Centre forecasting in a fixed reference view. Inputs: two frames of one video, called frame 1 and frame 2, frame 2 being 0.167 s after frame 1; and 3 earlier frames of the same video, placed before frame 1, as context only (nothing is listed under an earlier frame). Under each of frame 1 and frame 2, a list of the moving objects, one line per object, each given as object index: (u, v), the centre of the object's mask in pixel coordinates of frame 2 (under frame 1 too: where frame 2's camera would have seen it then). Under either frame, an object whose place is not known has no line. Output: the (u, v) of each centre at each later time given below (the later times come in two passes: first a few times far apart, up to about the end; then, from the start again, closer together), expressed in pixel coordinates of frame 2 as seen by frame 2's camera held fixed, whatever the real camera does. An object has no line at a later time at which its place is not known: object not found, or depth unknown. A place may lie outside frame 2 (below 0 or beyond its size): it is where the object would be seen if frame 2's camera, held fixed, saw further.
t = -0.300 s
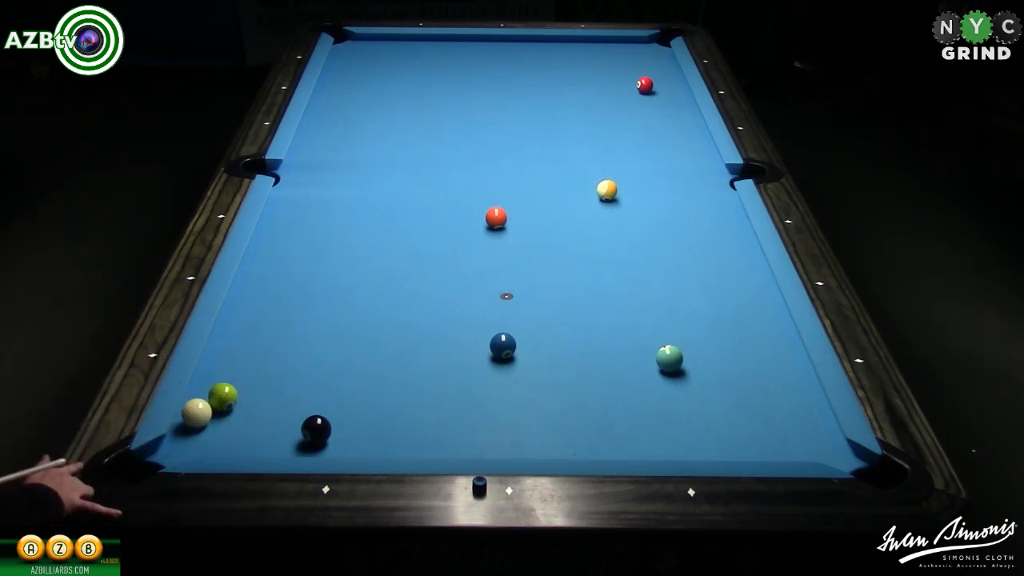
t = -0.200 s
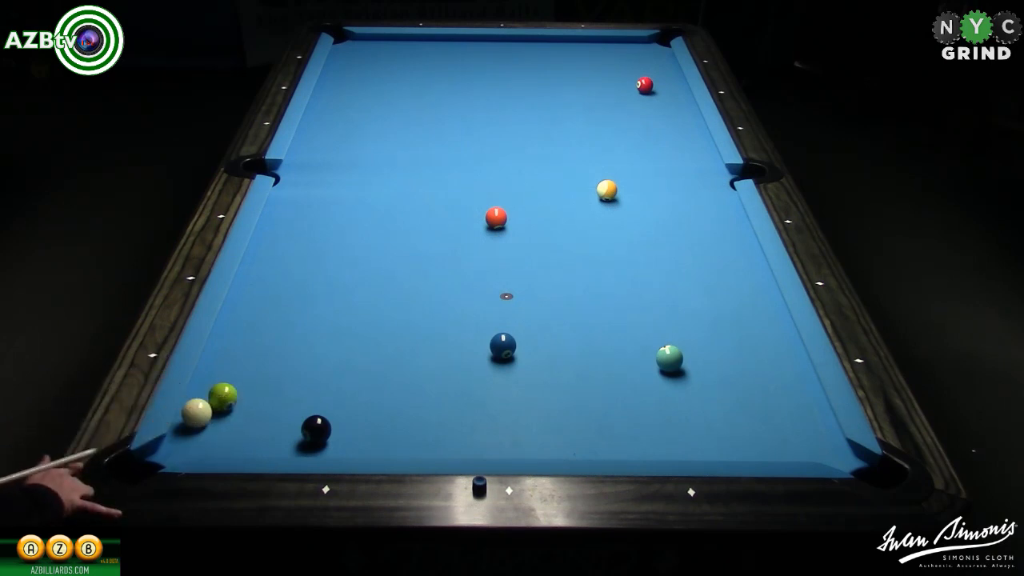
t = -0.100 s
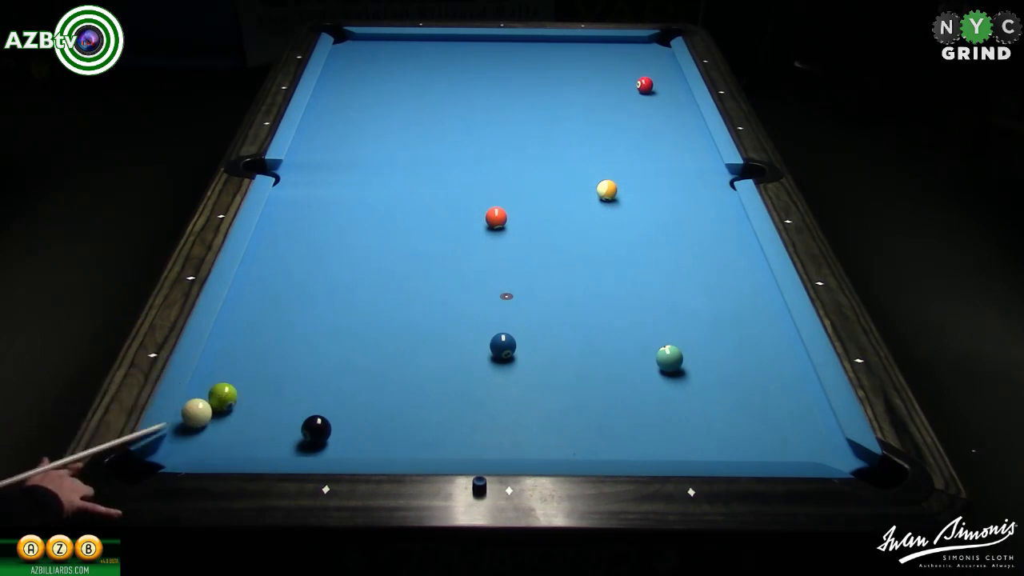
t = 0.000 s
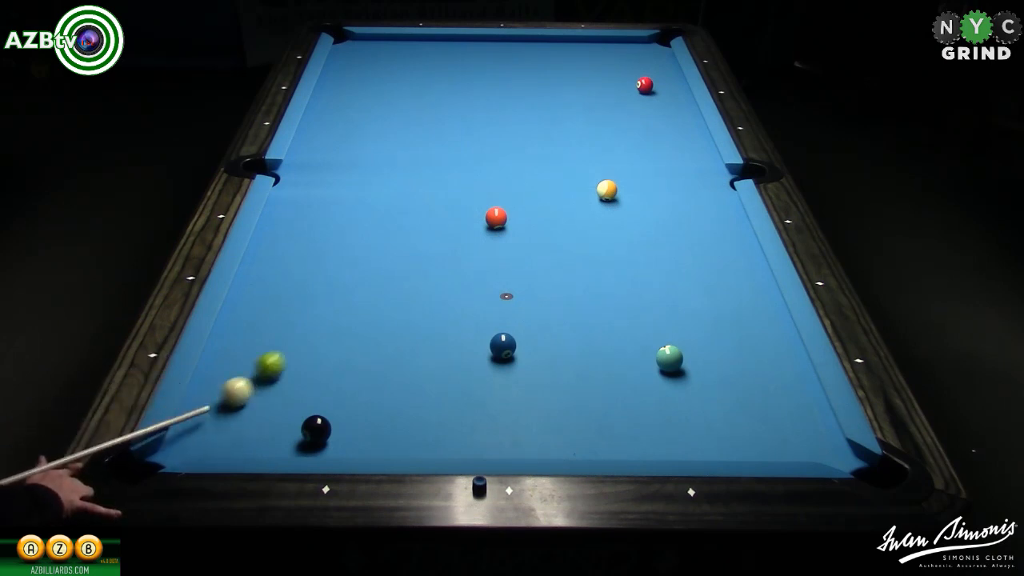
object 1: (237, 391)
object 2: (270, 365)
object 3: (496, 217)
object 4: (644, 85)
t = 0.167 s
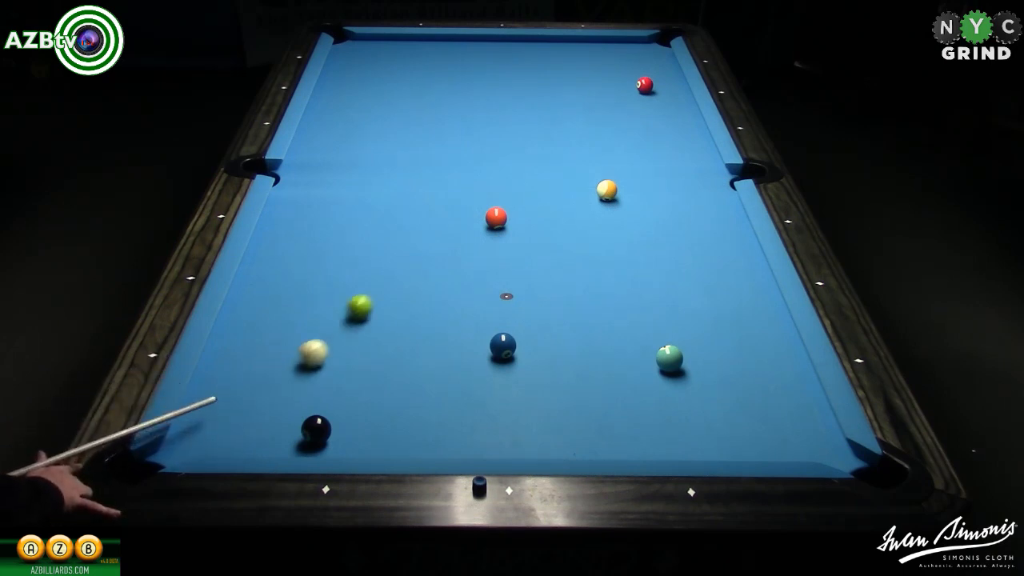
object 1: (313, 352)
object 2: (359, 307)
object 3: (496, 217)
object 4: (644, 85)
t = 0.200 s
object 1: (327, 345)
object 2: (373, 298)
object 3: (496, 217)
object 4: (644, 85)
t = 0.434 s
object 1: (416, 301)
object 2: (458, 242)
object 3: (496, 217)
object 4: (644, 85)
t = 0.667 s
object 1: (493, 263)
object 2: (488, 222)
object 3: (533, 194)
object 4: (644, 85)
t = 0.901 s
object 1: (560, 230)
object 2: (503, 211)
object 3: (573, 169)
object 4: (644, 85)
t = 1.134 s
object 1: (619, 202)
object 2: (516, 201)
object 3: (608, 147)
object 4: (644, 85)
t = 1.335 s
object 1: (664, 179)
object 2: (527, 193)
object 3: (636, 130)
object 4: (644, 85)
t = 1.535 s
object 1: (705, 159)
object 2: (537, 186)
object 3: (661, 114)
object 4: (644, 85)
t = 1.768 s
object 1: (682, 144)
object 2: (548, 178)
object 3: (685, 99)
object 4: (644, 85)
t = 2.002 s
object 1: (653, 131)
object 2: (558, 171)
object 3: (663, 87)
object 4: (644, 85)
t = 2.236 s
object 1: (626, 119)
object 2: (567, 164)
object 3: (657, 78)
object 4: (634, 84)
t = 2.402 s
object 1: (608, 111)
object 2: (573, 160)
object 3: (653, 71)
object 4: (626, 83)
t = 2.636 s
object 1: (585, 101)
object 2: (580, 155)
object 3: (648, 63)
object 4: (615, 82)
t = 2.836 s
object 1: (566, 93)
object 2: (586, 151)
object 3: (644, 57)
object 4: (608, 81)
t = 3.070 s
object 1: (546, 84)
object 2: (593, 147)
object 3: (640, 50)
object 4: (599, 81)
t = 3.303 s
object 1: (528, 76)
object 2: (598, 143)
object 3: (636, 44)
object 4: (592, 80)
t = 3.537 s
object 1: (510, 69)
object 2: (602, 140)
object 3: (633, 40)
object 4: (586, 80)
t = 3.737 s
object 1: (497, 62)
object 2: (605, 138)
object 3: (633, 43)
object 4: (582, 80)
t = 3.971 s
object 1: (482, 56)
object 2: (609, 135)
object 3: (633, 46)
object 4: (578, 80)
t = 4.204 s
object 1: (468, 50)
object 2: (612, 133)
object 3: (632, 48)
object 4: (575, 79)
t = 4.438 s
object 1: (455, 45)
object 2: (614, 132)
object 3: (631, 51)
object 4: (574, 79)
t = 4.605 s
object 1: (447, 41)
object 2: (615, 131)
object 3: (631, 52)
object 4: (573, 79)
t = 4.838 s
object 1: (435, 37)
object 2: (617, 131)
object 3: (630, 54)
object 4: (573, 79)
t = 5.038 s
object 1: (429, 39)
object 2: (617, 131)
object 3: (629, 55)
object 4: (573, 79)
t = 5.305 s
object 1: (421, 42)
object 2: (617, 131)
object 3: (629, 57)
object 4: (573, 79)
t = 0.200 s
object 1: (327, 345)
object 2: (373, 298)
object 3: (496, 217)
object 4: (644, 85)
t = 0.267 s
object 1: (354, 332)
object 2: (399, 281)
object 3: (496, 217)
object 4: (644, 85)
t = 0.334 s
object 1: (380, 320)
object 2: (424, 265)
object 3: (496, 217)
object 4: (644, 85)
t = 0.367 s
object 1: (392, 313)
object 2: (435, 257)
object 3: (496, 217)
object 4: (644, 85)
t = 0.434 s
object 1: (416, 301)
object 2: (458, 242)
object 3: (496, 217)
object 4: (644, 85)
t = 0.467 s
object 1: (428, 296)
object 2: (468, 236)
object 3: (496, 217)
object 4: (644, 85)
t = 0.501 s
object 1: (439, 290)
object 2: (479, 229)
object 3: (496, 217)
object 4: (644, 85)
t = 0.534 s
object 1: (450, 284)
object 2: (483, 226)
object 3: (502, 214)
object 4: (644, 85)
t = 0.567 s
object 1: (461, 279)
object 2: (483, 225)
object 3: (510, 208)
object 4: (644, 85)
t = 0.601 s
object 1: (472, 274)
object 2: (484, 225)
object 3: (519, 203)
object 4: (644, 85)
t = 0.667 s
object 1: (493, 263)
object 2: (488, 222)
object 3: (533, 194)
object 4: (644, 85)
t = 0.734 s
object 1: (513, 253)
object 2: (492, 219)
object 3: (545, 187)
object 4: (644, 85)
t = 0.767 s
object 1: (523, 249)
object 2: (494, 217)
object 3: (551, 183)
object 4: (644, 85)
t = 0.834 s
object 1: (542, 240)
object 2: (499, 214)
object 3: (562, 176)
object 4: (644, 85)
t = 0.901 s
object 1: (560, 230)
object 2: (503, 211)
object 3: (573, 169)
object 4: (644, 85)
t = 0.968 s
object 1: (577, 221)
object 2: (507, 208)
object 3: (584, 163)
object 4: (644, 85)
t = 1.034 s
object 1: (594, 213)
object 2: (511, 205)
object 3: (593, 156)
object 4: (644, 85)
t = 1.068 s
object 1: (603, 209)
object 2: (513, 203)
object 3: (599, 153)
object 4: (644, 85)
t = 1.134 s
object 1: (619, 202)
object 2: (516, 201)
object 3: (608, 147)
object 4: (644, 85)
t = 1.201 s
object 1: (634, 194)
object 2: (520, 198)
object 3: (618, 141)
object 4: (644, 85)
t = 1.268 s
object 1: (649, 187)
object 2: (524, 195)
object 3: (627, 136)
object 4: (644, 85)
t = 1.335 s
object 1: (664, 179)
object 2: (527, 193)
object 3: (636, 130)
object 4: (644, 85)
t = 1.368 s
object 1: (671, 176)
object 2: (529, 191)
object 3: (640, 128)
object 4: (644, 85)
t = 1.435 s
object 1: (685, 169)
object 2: (532, 189)
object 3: (649, 122)
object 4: (644, 85)
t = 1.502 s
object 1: (698, 163)
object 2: (536, 187)
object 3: (657, 117)
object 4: (644, 85)
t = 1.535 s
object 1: (705, 159)
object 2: (537, 186)
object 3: (661, 114)
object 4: (644, 85)
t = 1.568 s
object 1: (711, 156)
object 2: (539, 184)
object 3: (665, 112)
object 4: (644, 85)
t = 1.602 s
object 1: (706, 154)
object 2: (541, 183)
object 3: (669, 110)
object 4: (644, 85)
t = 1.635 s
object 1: (700, 152)
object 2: (542, 182)
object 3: (673, 107)
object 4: (644, 85)
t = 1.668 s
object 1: (695, 150)
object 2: (543, 181)
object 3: (676, 105)
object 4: (644, 85)
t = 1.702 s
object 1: (691, 148)
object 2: (545, 180)
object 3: (680, 103)
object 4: (644, 85)
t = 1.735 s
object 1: (686, 146)
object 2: (547, 179)
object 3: (684, 100)
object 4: (644, 85)
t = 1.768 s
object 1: (682, 144)
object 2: (548, 178)
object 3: (685, 99)
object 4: (644, 85)
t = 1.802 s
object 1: (677, 142)
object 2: (549, 177)
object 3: (681, 97)
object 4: (644, 85)
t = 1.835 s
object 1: (673, 140)
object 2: (551, 176)
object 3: (678, 95)
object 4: (644, 85)
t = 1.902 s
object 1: (665, 137)
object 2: (554, 173)
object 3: (672, 92)
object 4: (644, 85)
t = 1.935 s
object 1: (661, 135)
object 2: (555, 172)
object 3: (669, 90)
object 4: (644, 85)
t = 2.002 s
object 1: (653, 131)
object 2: (558, 171)
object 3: (663, 87)
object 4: (644, 85)
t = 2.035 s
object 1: (649, 130)
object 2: (559, 169)
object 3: (661, 85)
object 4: (644, 85)
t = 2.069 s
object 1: (644, 128)
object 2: (560, 168)
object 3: (660, 84)
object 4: (642, 85)
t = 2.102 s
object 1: (641, 126)
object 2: (562, 168)
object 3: (660, 83)
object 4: (640, 85)
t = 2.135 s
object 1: (637, 124)
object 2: (563, 167)
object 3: (659, 82)
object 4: (638, 85)
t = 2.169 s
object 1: (633, 123)
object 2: (564, 166)
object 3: (658, 80)
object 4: (637, 84)
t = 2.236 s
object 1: (626, 119)
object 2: (567, 164)
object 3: (657, 78)
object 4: (634, 84)
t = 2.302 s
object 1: (619, 116)
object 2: (569, 163)
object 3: (655, 75)
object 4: (630, 84)
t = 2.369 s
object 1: (611, 113)
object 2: (572, 161)
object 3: (654, 73)
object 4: (627, 83)
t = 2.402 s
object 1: (608, 111)
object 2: (573, 160)
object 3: (653, 71)
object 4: (626, 83)
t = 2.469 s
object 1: (601, 109)
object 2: (575, 159)
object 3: (651, 69)
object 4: (623, 83)
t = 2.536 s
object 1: (594, 106)
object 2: (577, 157)
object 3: (650, 67)
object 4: (620, 82)
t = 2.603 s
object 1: (588, 103)
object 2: (580, 156)
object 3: (648, 64)
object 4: (617, 82)
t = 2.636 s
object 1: (585, 101)
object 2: (580, 155)
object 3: (648, 63)
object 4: (615, 82)
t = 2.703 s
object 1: (578, 99)
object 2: (583, 154)
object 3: (646, 61)
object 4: (613, 82)
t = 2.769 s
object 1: (572, 96)
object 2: (585, 152)
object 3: (645, 59)
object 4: (610, 82)
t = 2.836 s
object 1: (566, 93)
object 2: (586, 151)
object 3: (644, 57)
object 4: (608, 81)
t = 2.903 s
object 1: (561, 91)
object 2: (588, 150)
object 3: (642, 55)
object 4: (605, 81)
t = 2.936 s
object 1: (558, 89)
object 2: (589, 149)
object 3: (642, 54)
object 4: (604, 81)
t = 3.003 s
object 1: (552, 87)
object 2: (591, 148)
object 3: (641, 52)
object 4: (602, 81)
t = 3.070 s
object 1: (546, 84)
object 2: (593, 147)
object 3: (640, 50)
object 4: (599, 81)
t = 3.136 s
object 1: (541, 82)
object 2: (594, 146)
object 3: (639, 48)
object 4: (597, 81)
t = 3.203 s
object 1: (536, 80)
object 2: (596, 145)
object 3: (638, 46)
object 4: (595, 81)
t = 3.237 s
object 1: (533, 78)
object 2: (597, 144)
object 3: (637, 46)
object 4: (594, 81)
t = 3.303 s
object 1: (528, 76)
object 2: (598, 143)
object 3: (636, 44)
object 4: (592, 80)
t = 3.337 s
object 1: (525, 75)
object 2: (599, 143)
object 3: (635, 43)
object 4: (591, 80)
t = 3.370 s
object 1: (523, 74)
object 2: (599, 142)
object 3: (635, 42)
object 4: (590, 80)
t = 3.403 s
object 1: (520, 73)
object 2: (600, 142)
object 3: (634, 41)
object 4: (590, 80)
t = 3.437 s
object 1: (518, 72)
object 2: (601, 142)
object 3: (634, 40)
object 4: (589, 80)
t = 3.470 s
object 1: (515, 71)
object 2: (601, 141)
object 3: (634, 40)
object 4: (588, 80)
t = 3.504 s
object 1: (513, 70)
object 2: (602, 141)
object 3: (633, 40)
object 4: (587, 80)
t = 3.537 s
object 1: (510, 69)
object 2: (602, 140)
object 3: (633, 40)
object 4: (586, 80)
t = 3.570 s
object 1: (508, 68)
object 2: (603, 139)
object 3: (633, 41)
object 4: (585, 80)
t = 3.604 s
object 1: (506, 66)
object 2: (603, 139)
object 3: (633, 41)
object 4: (585, 80)
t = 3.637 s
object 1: (504, 65)
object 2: (604, 139)
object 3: (633, 42)
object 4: (584, 80)
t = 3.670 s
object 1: (501, 64)
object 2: (604, 138)
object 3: (633, 42)
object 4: (583, 80)
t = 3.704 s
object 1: (499, 64)
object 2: (605, 138)
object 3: (633, 42)
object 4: (583, 80)
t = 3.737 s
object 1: (497, 62)
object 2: (605, 138)
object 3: (633, 43)
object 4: (582, 80)
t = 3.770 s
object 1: (495, 62)
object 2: (606, 138)
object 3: (633, 43)
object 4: (582, 80)
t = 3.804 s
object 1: (493, 61)
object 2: (607, 137)
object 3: (633, 43)
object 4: (581, 80)
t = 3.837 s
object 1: (490, 60)
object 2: (607, 137)
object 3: (633, 44)
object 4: (580, 80)
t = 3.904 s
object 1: (486, 58)
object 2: (608, 136)
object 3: (633, 45)
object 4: (579, 80)
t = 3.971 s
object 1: (482, 56)
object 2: (609, 135)
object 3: (633, 46)
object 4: (578, 80)
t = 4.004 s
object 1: (480, 55)
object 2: (609, 135)
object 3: (633, 46)
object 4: (578, 80)
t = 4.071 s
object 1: (476, 54)
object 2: (610, 135)
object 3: (632, 47)
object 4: (577, 80)
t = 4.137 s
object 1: (472, 52)
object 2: (611, 134)
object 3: (632, 48)
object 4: (576, 80)
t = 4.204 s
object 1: (468, 50)
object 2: (612, 133)
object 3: (632, 48)
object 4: (575, 79)
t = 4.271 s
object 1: (464, 49)
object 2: (612, 133)
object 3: (632, 49)
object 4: (575, 79)
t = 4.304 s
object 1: (462, 48)
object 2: (613, 133)
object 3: (632, 49)
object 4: (574, 79)
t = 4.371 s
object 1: (459, 46)
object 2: (613, 133)
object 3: (632, 50)
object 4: (574, 79)
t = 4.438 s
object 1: (455, 45)
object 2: (614, 132)
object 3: (631, 51)
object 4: (574, 79)
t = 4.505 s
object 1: (452, 43)
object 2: (614, 132)
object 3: (631, 51)
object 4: (573, 79)
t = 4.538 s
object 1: (450, 43)
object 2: (615, 132)
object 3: (631, 51)
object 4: (573, 79)
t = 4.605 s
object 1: (447, 41)
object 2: (615, 131)
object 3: (631, 52)
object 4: (573, 79)
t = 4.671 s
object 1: (443, 40)
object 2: (616, 131)
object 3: (631, 52)
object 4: (573, 79)
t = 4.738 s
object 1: (440, 39)
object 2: (616, 131)
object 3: (630, 53)
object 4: (573, 79)
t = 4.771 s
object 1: (438, 38)
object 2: (616, 131)
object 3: (630, 53)
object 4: (573, 79)
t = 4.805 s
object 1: (437, 37)
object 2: (617, 131)
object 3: (630, 54)
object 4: (573, 79)
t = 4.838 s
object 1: (435, 37)
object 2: (617, 131)
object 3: (630, 54)
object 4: (573, 79)
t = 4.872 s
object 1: (434, 37)
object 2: (617, 131)
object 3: (630, 54)
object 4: (573, 79)
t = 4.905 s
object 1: (433, 38)
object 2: (617, 131)
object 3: (630, 54)
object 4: (573, 79)
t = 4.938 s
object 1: (432, 38)
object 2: (617, 131)
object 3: (629, 54)
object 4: (573, 79)
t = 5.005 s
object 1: (430, 39)
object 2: (617, 131)
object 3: (629, 55)
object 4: (573, 79)
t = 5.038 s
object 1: (429, 39)
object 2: (617, 131)
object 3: (629, 55)
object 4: (573, 79)
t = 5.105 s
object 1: (427, 40)
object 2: (617, 131)
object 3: (629, 56)
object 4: (573, 79)
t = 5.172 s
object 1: (425, 40)
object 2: (617, 131)
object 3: (629, 56)
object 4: (573, 79)
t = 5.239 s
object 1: (423, 41)
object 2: (617, 131)
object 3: (629, 56)
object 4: (573, 79)
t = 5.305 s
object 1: (421, 42)
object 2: (617, 131)
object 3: (629, 57)
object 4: (573, 79)
